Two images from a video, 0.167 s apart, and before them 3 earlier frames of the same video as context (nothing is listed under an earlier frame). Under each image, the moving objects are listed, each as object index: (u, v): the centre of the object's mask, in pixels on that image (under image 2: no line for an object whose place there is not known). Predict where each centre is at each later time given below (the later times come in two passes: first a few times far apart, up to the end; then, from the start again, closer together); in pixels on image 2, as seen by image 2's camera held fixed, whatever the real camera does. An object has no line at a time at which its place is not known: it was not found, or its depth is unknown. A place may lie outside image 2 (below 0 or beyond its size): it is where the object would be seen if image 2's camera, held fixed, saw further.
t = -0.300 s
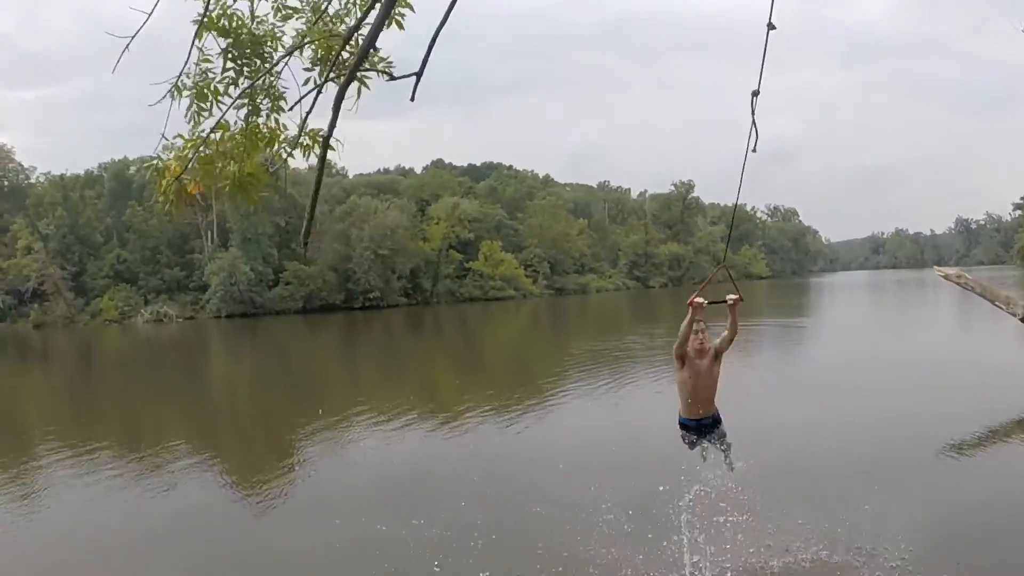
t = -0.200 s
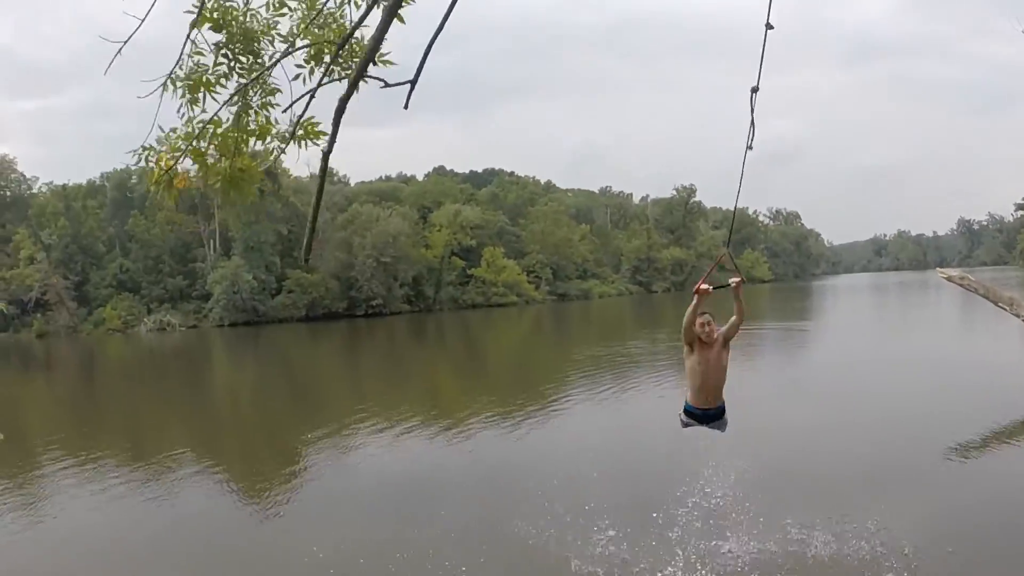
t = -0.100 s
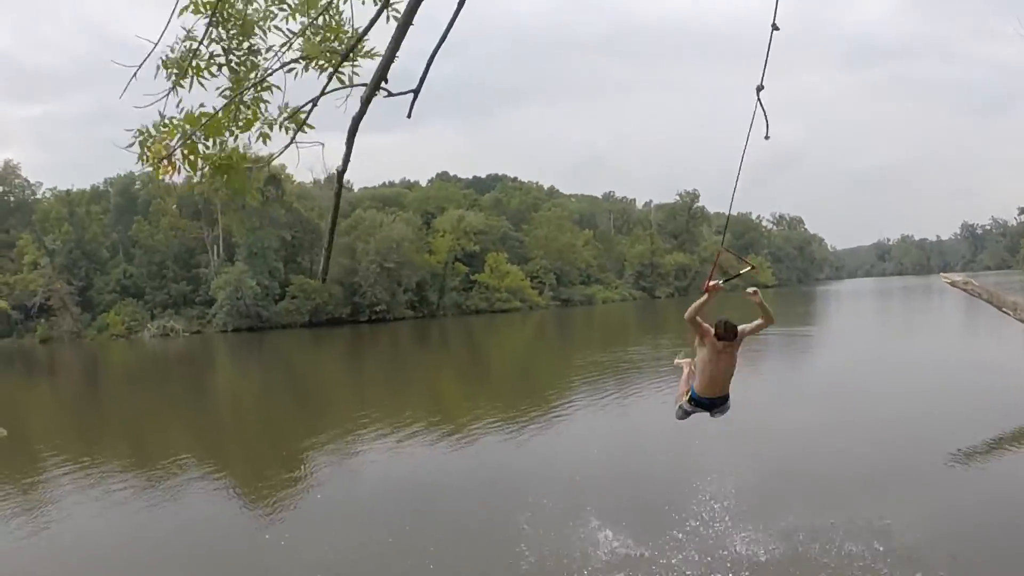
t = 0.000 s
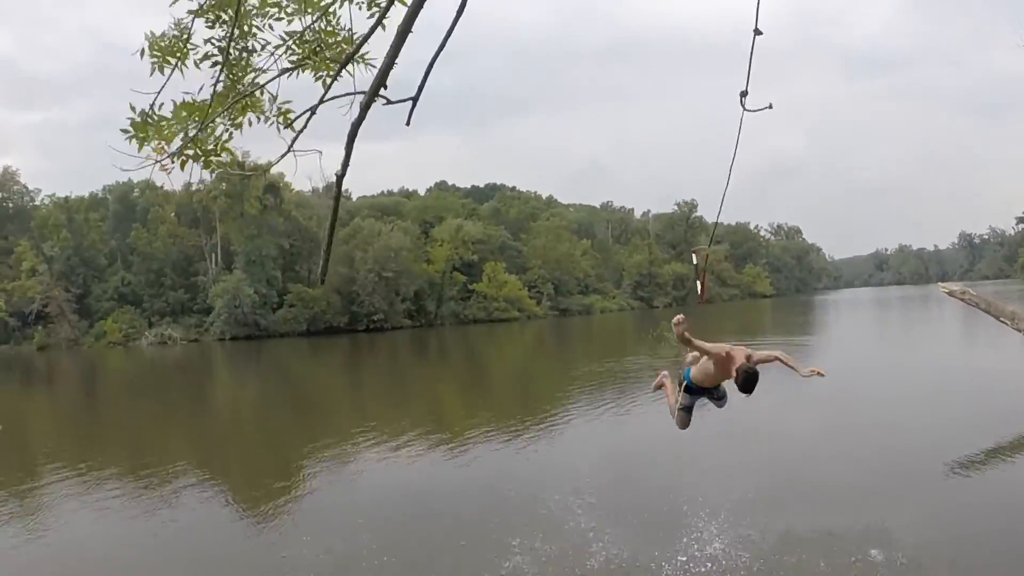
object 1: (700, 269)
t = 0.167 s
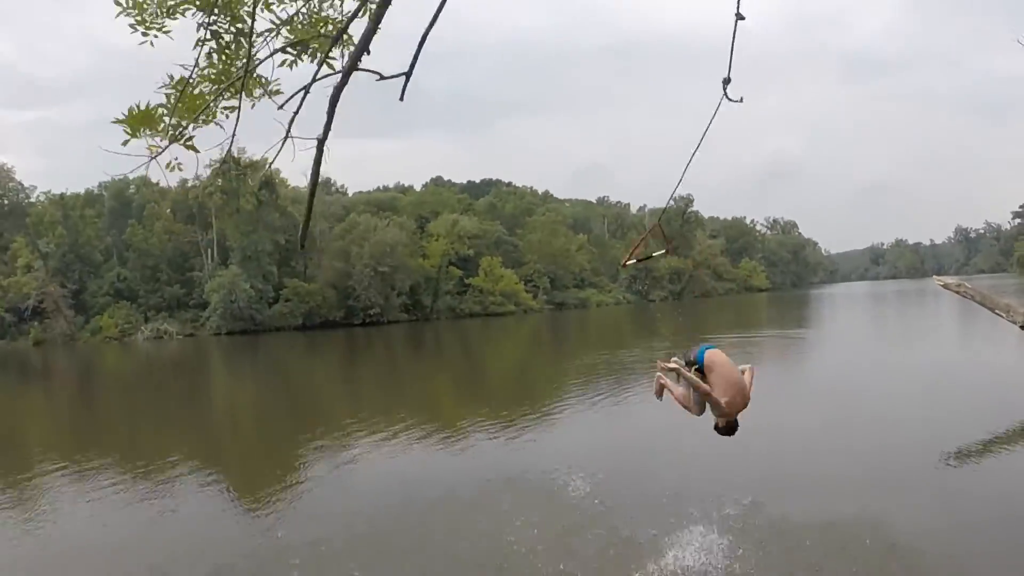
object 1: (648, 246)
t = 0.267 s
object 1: (627, 251)
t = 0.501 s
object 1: (582, 310)
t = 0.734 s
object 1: (570, 450)
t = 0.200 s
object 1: (640, 245)
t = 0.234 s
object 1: (632, 253)
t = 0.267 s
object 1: (627, 251)
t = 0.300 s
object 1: (621, 253)
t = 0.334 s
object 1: (615, 256)
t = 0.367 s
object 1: (608, 262)
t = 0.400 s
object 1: (601, 270)
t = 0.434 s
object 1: (594, 280)
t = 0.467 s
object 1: (581, 289)
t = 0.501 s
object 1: (582, 310)
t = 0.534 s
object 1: (579, 322)
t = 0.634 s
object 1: (564, 371)
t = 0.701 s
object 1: (565, 423)
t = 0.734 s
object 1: (570, 450)
